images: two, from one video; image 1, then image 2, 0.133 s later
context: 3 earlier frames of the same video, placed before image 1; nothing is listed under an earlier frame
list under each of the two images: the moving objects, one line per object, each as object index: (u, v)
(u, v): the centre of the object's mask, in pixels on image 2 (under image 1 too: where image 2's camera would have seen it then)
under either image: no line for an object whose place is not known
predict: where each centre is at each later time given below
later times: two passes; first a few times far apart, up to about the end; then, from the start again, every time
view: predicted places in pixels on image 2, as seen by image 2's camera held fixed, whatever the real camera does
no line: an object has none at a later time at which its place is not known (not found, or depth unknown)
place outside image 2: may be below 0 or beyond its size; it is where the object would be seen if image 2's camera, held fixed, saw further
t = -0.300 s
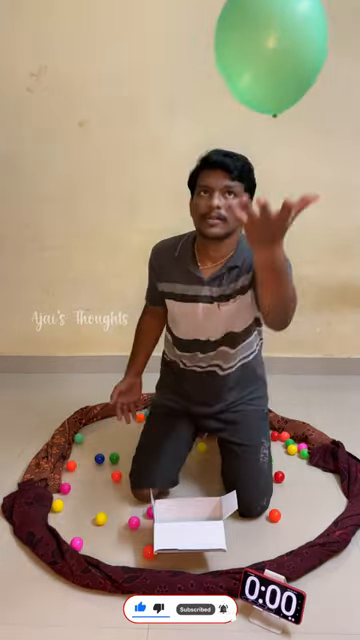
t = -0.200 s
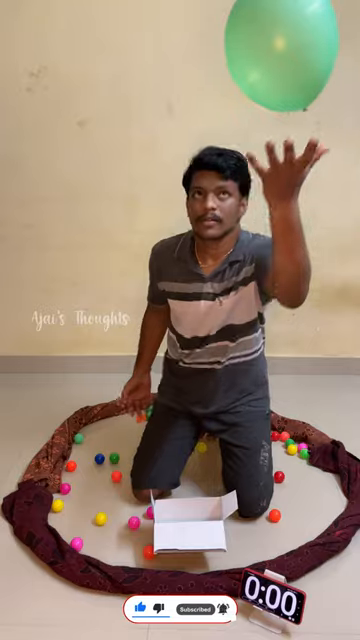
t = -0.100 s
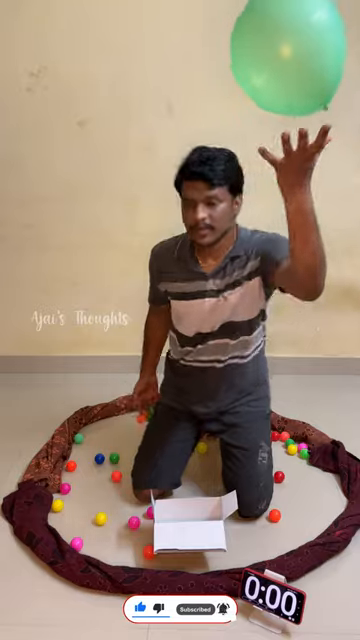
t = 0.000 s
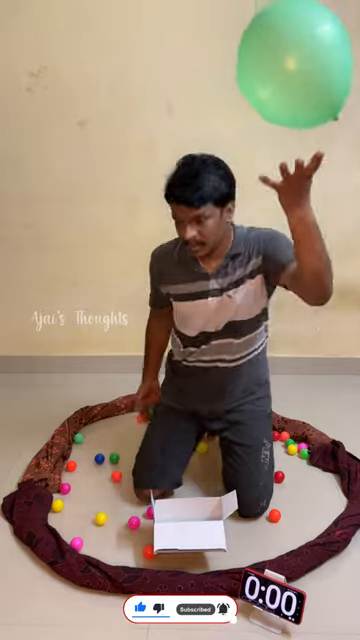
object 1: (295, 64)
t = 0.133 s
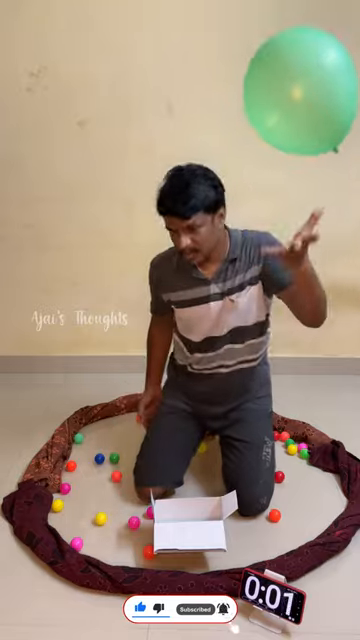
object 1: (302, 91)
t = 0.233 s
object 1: (305, 120)
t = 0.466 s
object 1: (305, 208)
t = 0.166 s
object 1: (303, 100)
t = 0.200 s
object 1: (304, 110)
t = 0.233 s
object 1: (305, 120)
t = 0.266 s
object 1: (306, 131)
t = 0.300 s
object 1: (306, 143)
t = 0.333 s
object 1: (306, 154)
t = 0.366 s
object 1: (306, 167)
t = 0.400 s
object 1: (306, 181)
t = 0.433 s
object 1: (306, 194)
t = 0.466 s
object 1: (305, 208)
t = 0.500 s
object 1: (304, 223)
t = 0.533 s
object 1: (303, 237)
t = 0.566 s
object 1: (301, 251)
